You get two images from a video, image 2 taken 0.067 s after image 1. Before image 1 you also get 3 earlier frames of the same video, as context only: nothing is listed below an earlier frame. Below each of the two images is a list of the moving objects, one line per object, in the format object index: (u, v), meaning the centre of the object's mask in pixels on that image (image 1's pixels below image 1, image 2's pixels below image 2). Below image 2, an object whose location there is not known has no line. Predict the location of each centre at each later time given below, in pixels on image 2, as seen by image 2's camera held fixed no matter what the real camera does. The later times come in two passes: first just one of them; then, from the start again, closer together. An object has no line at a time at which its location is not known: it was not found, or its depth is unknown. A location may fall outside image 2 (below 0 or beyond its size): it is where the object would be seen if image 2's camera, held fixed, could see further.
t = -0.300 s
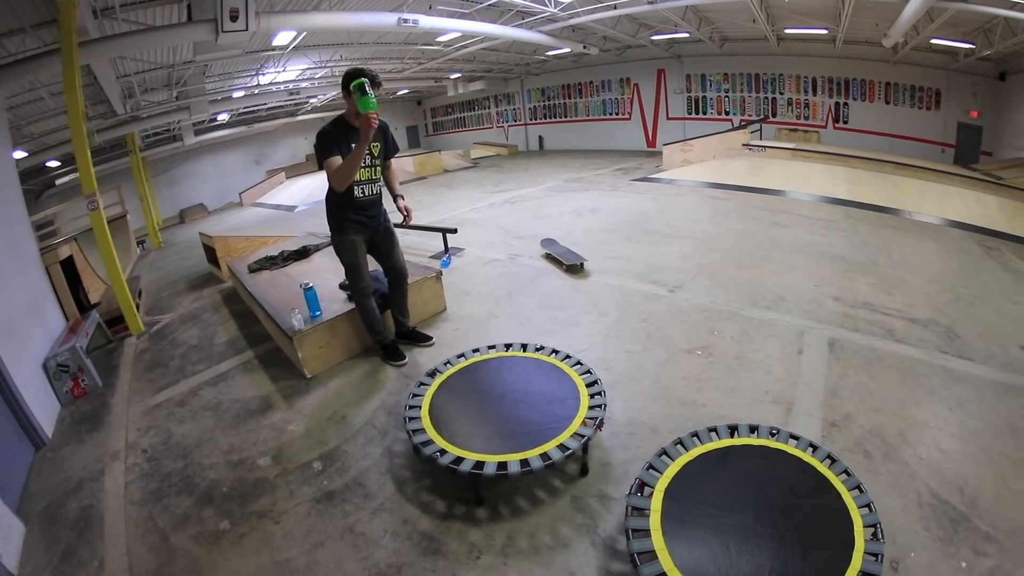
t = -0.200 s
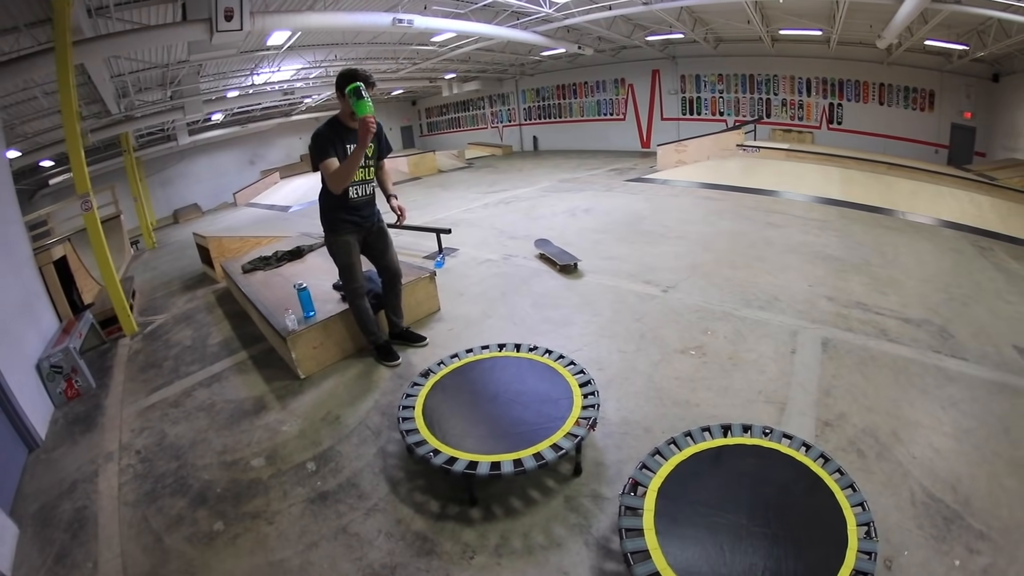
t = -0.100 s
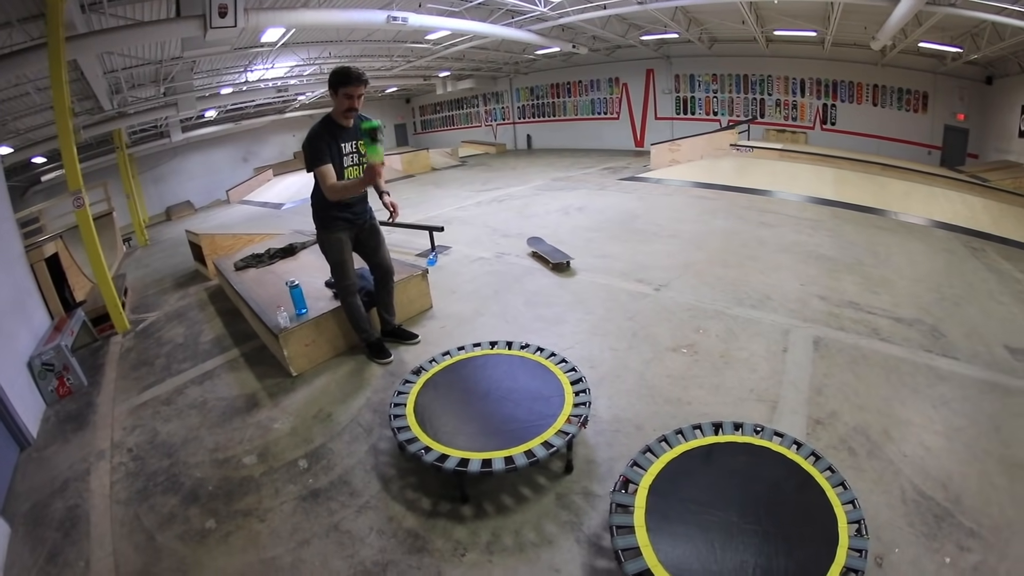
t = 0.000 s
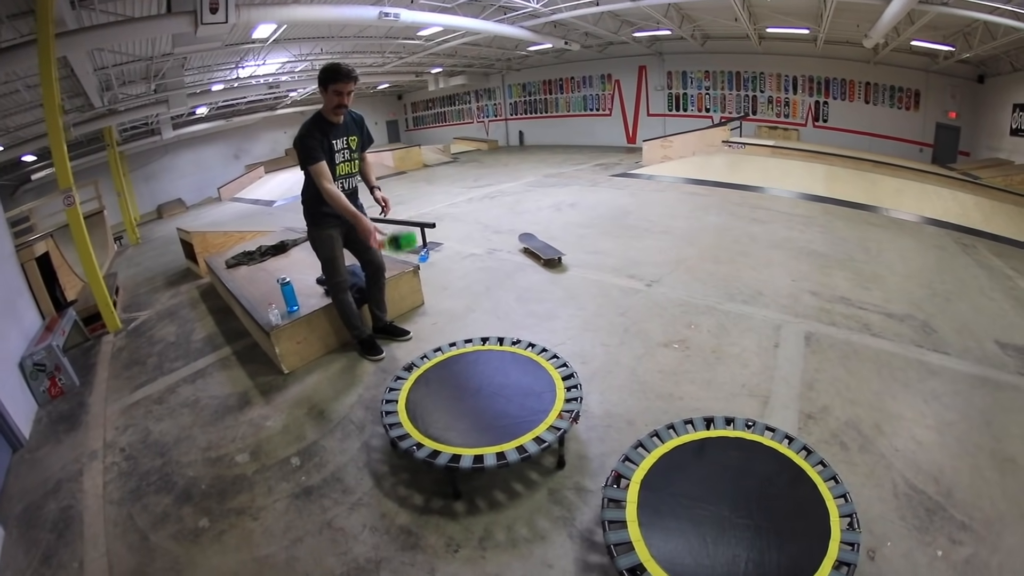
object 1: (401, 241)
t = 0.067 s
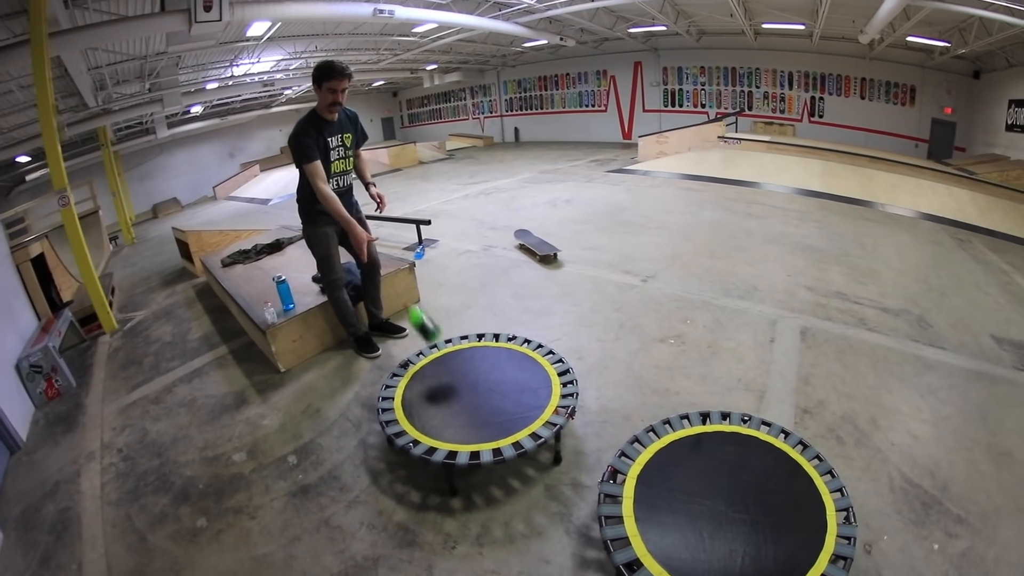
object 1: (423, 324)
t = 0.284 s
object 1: (472, 257)
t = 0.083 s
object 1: (430, 345)
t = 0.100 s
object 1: (436, 364)
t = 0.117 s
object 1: (440, 364)
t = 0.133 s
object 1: (445, 359)
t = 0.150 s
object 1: (448, 347)
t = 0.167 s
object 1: (450, 337)
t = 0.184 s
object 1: (452, 326)
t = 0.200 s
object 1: (454, 315)
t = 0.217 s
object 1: (457, 304)
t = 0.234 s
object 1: (461, 292)
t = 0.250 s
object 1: (465, 280)
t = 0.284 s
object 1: (472, 257)
